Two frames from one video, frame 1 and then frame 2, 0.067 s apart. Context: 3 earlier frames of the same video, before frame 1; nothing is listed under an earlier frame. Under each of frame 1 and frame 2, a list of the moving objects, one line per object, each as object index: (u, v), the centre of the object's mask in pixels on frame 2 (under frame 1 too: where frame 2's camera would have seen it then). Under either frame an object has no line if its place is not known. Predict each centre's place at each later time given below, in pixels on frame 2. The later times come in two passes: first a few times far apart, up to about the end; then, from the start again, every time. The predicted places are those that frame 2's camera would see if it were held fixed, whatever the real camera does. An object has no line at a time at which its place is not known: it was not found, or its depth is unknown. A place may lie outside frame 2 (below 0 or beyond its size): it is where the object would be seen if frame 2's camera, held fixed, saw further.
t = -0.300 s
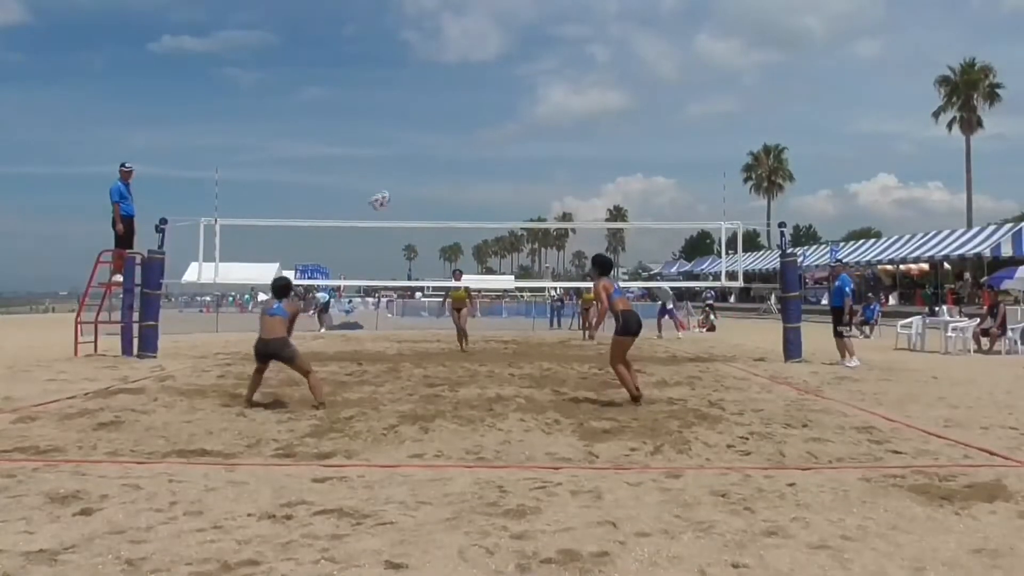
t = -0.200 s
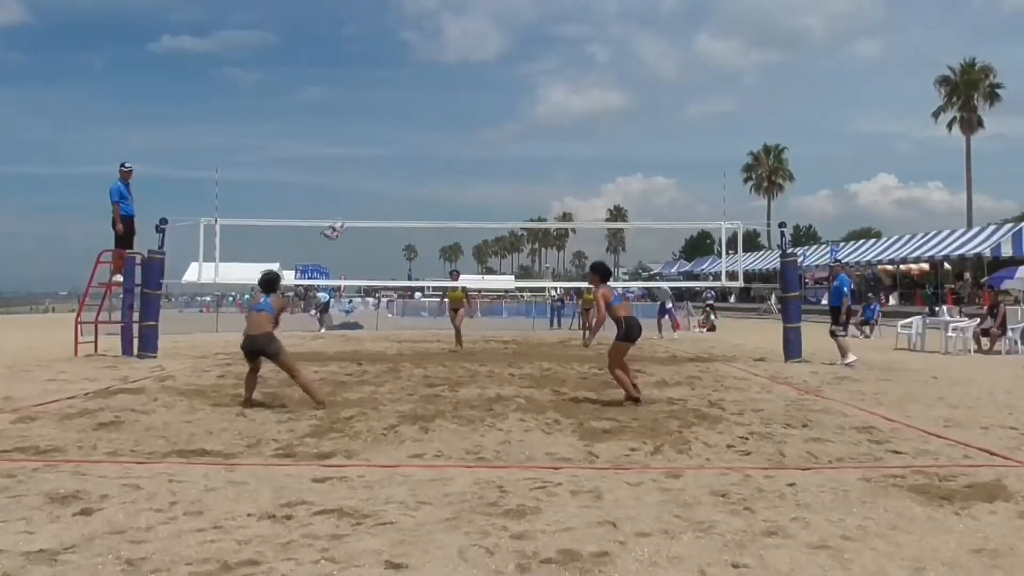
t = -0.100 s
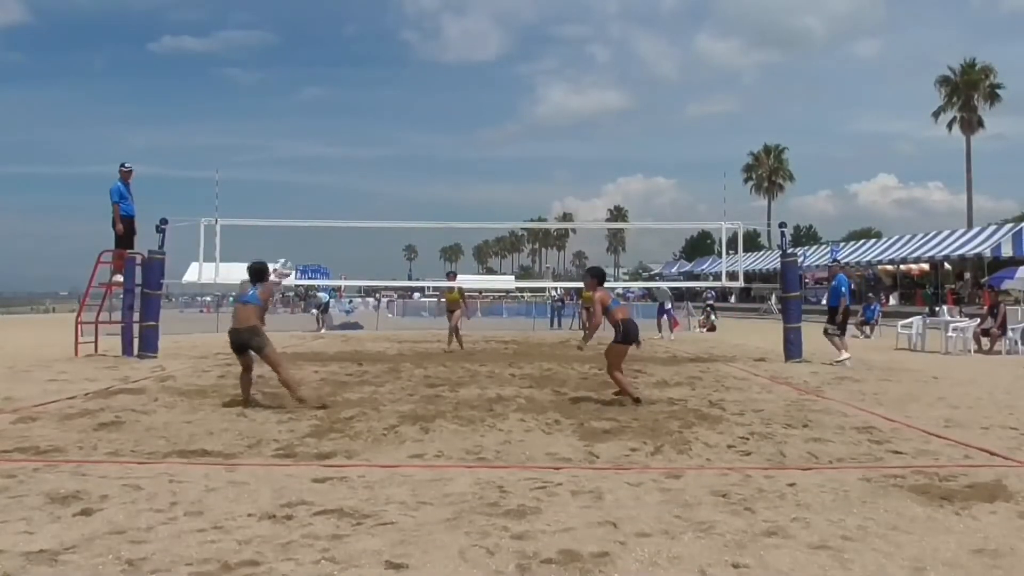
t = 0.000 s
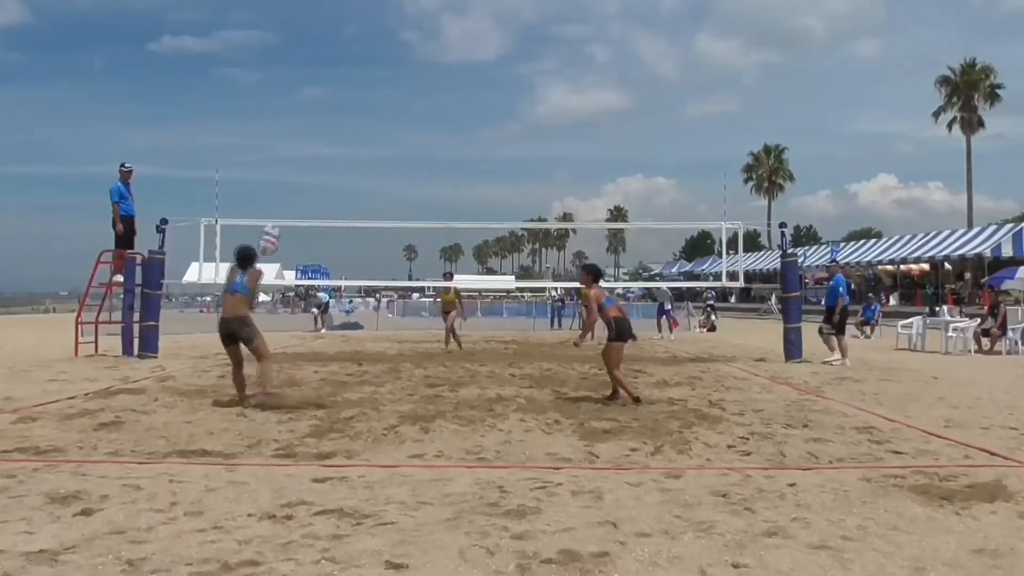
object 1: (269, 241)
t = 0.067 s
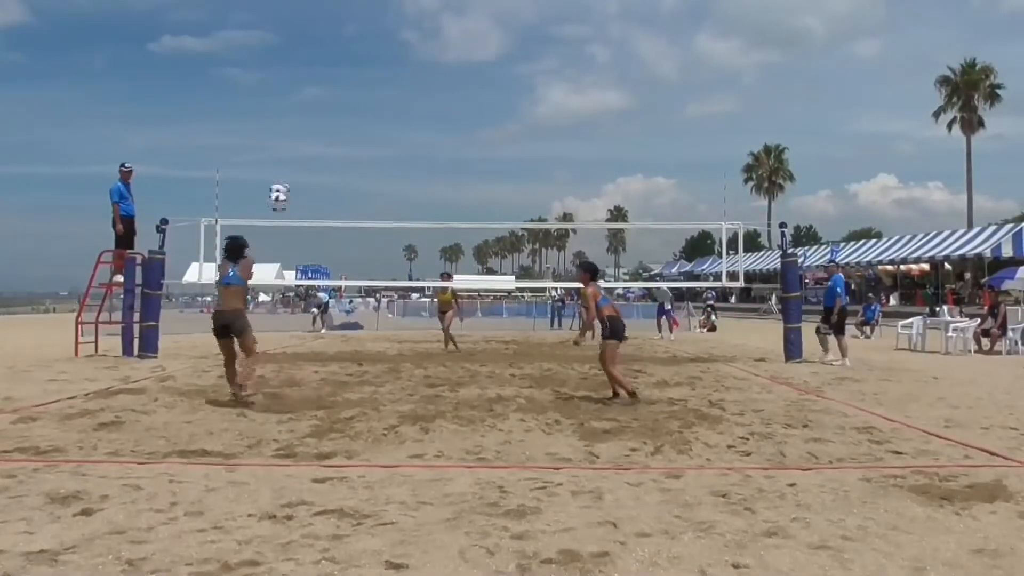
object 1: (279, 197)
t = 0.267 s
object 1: (308, 91)
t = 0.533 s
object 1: (347, 11)
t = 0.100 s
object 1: (283, 176)
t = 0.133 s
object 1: (289, 156)
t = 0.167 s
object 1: (294, 138)
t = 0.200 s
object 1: (298, 122)
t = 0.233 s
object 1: (303, 106)
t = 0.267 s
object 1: (308, 91)
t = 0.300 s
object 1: (313, 76)
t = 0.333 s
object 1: (318, 63)
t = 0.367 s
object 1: (322, 53)
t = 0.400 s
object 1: (327, 42)
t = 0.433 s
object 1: (332, 32)
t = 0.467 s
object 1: (337, 24)
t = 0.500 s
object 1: (342, 18)
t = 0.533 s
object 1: (347, 11)
